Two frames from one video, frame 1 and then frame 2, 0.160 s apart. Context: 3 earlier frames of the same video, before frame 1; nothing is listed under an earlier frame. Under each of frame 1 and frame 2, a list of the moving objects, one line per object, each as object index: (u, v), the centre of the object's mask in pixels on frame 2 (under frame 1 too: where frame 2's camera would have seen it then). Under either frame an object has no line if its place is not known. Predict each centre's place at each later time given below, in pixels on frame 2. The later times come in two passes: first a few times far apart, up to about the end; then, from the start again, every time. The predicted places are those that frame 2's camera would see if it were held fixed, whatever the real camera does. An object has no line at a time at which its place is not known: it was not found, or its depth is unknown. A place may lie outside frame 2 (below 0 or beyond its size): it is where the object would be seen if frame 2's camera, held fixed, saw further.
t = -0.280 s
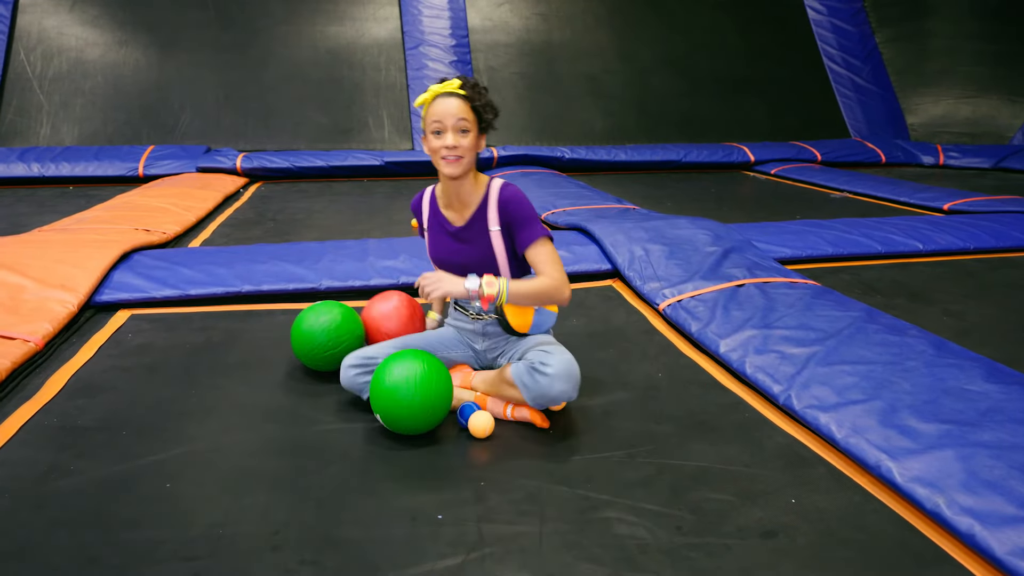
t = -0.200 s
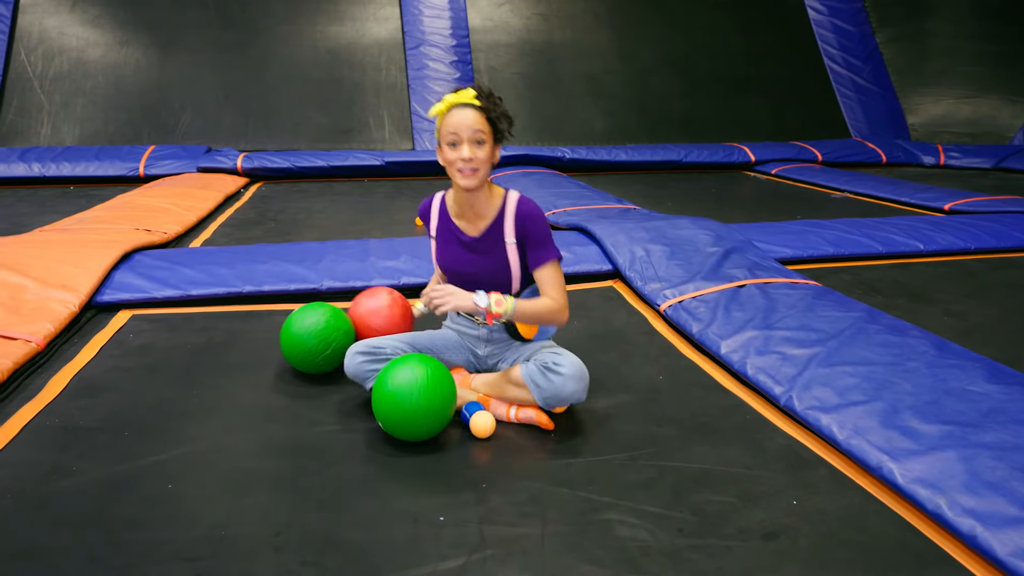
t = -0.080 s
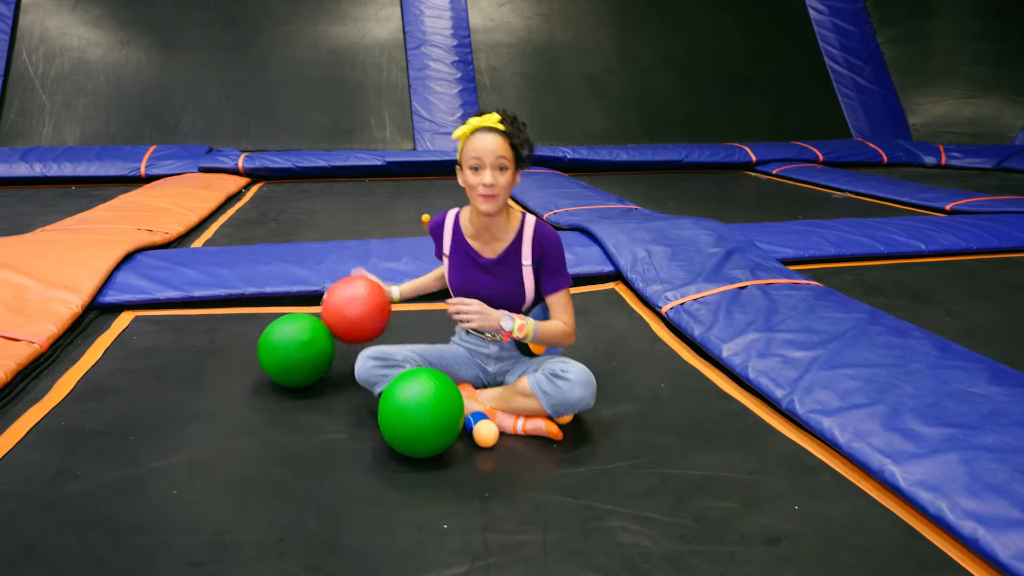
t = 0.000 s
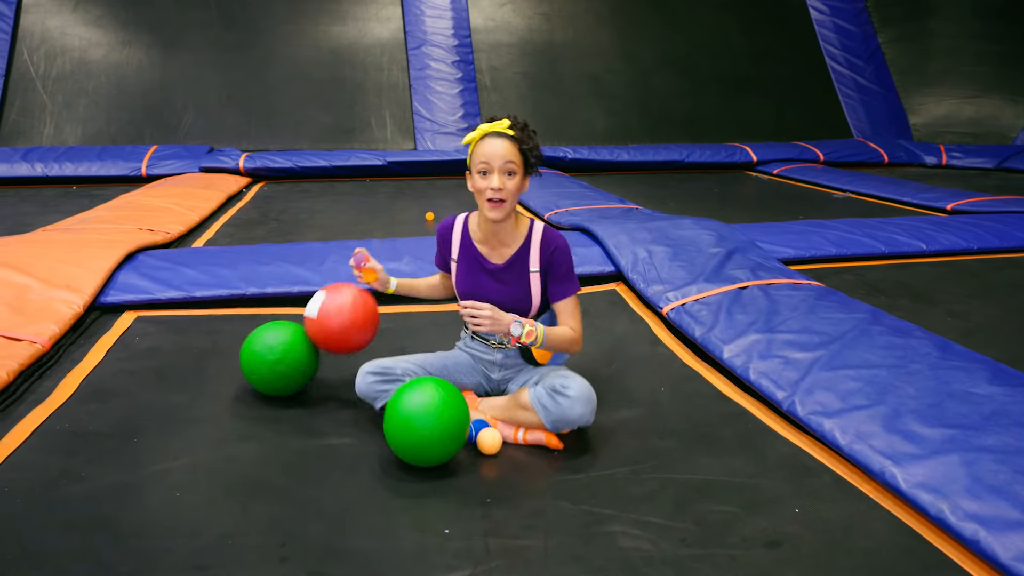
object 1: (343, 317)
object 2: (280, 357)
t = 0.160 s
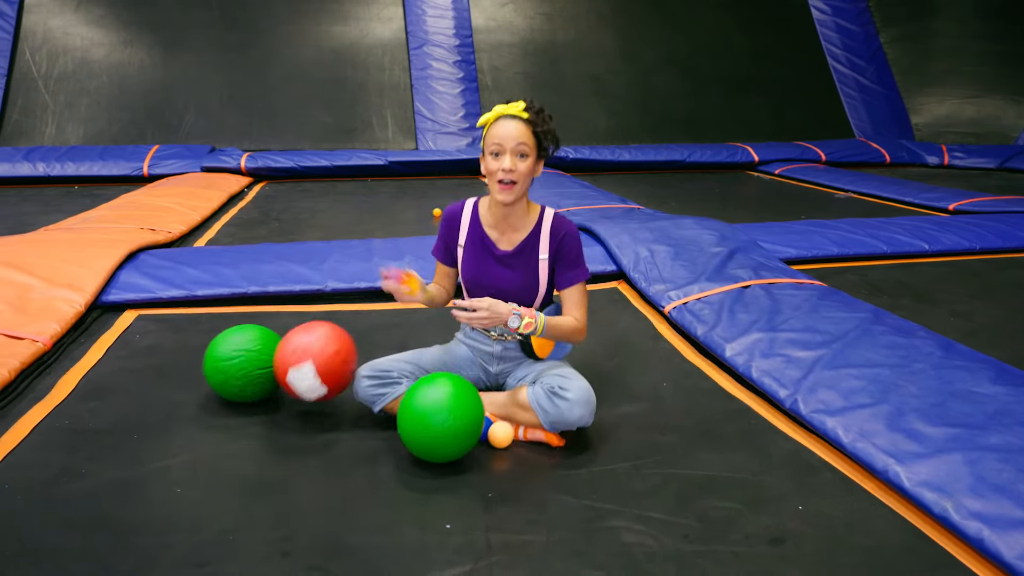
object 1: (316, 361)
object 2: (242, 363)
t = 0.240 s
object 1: (292, 387)
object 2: (224, 363)
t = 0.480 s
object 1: (229, 422)
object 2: (178, 373)
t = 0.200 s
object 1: (303, 371)
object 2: (232, 363)
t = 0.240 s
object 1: (292, 387)
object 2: (224, 363)
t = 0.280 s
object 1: (280, 387)
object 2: (214, 363)
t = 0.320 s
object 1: (269, 384)
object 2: (204, 363)
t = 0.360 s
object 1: (259, 386)
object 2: (195, 366)
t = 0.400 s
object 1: (249, 393)
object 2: (187, 367)
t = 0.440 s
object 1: (239, 407)
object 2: (182, 370)
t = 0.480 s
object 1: (229, 422)
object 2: (178, 373)
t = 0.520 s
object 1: (219, 424)
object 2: (171, 376)
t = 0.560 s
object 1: (210, 431)
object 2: (166, 379)
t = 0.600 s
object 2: (162, 385)
